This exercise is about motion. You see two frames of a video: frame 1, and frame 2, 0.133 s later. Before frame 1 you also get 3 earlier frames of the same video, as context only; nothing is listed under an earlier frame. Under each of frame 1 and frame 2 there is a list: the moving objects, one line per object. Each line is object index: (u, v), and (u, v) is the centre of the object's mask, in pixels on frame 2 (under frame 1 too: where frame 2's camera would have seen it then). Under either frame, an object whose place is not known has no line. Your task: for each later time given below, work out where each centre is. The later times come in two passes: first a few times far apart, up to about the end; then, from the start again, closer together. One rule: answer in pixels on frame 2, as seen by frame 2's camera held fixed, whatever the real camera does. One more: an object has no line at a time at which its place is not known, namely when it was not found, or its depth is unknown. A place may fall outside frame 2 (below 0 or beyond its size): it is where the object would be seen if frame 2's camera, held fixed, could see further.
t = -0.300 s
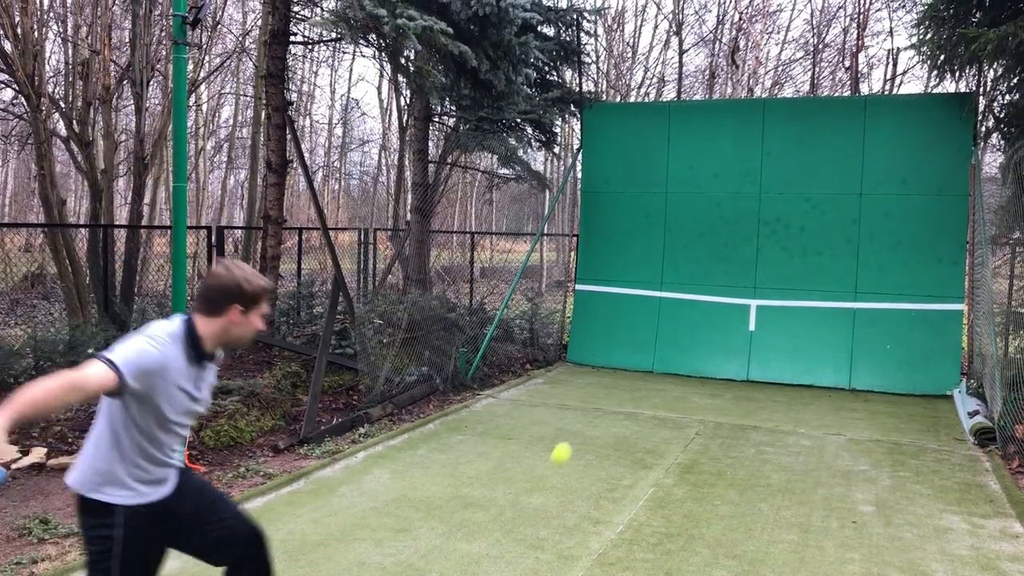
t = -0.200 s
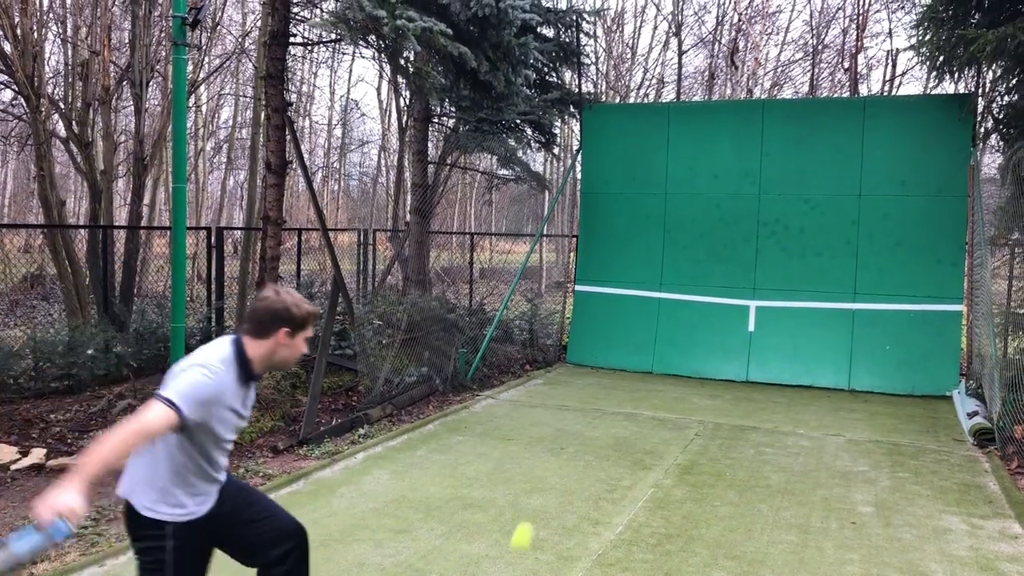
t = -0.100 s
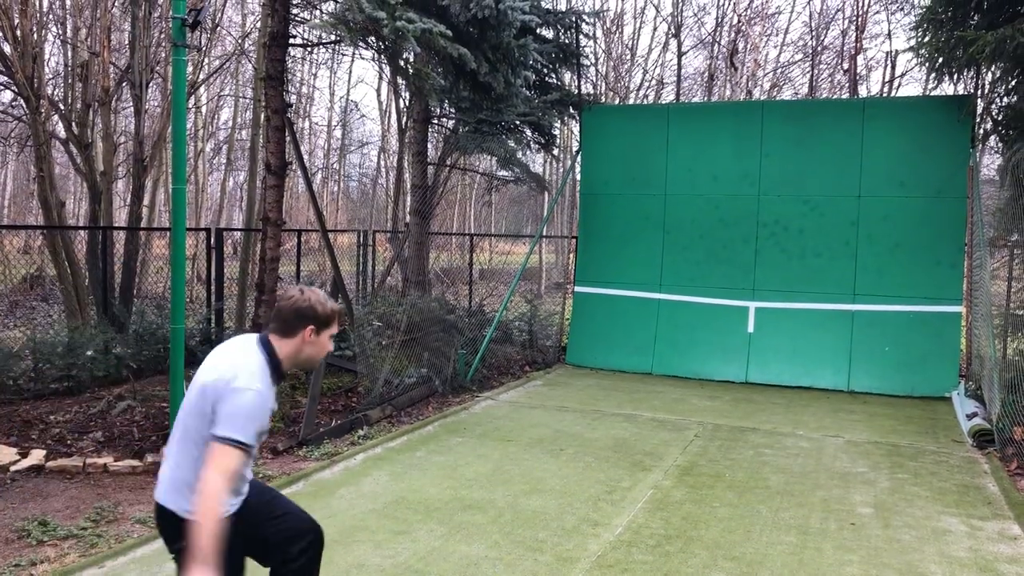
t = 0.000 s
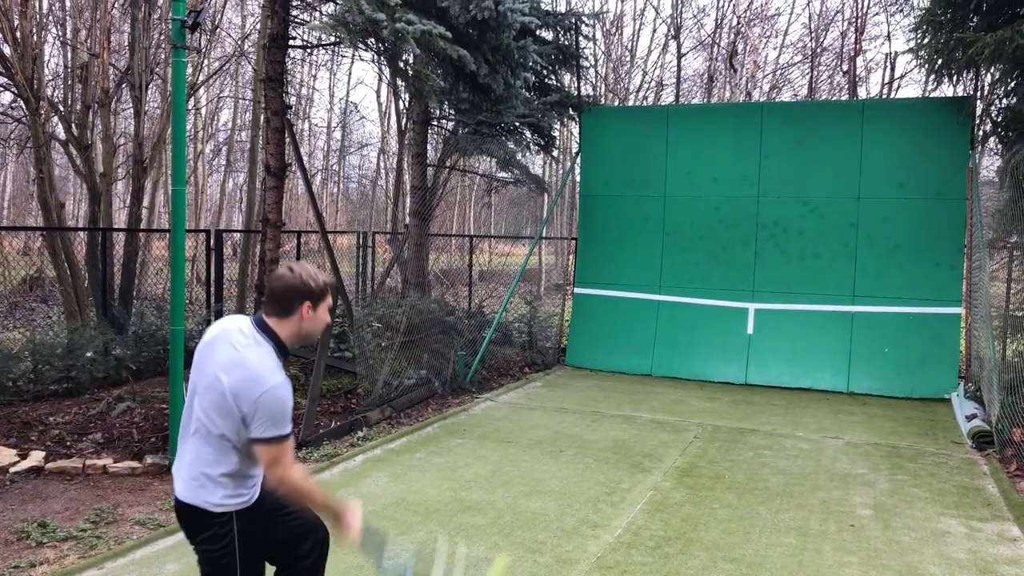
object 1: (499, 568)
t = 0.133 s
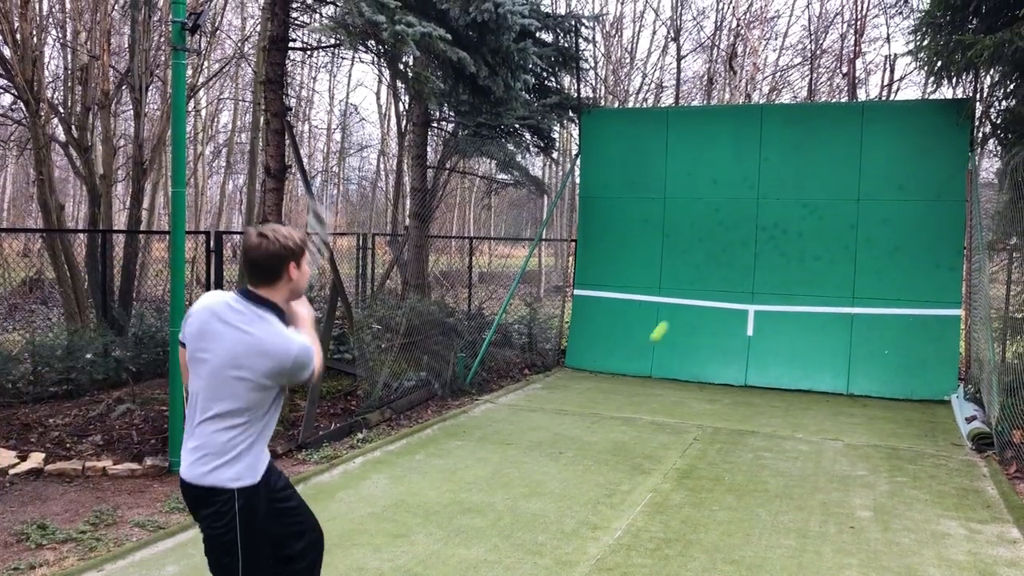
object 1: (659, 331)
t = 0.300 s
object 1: (729, 252)
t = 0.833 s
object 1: (585, 373)
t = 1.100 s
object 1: (455, 464)
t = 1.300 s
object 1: (362, 426)
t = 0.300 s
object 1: (729, 252)
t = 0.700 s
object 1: (644, 295)
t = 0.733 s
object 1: (630, 311)
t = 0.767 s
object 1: (616, 329)
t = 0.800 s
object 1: (601, 349)
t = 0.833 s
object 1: (585, 373)
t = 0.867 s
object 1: (567, 400)
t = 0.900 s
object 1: (548, 431)
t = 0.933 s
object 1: (528, 466)
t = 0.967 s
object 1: (505, 508)
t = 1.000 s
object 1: (490, 508)
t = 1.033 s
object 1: (479, 492)
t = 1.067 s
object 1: (467, 477)
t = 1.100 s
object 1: (455, 464)
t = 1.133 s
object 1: (442, 452)
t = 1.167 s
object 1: (427, 442)
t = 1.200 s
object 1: (412, 434)
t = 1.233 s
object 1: (397, 429)
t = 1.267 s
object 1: (380, 426)
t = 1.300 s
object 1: (362, 426)
